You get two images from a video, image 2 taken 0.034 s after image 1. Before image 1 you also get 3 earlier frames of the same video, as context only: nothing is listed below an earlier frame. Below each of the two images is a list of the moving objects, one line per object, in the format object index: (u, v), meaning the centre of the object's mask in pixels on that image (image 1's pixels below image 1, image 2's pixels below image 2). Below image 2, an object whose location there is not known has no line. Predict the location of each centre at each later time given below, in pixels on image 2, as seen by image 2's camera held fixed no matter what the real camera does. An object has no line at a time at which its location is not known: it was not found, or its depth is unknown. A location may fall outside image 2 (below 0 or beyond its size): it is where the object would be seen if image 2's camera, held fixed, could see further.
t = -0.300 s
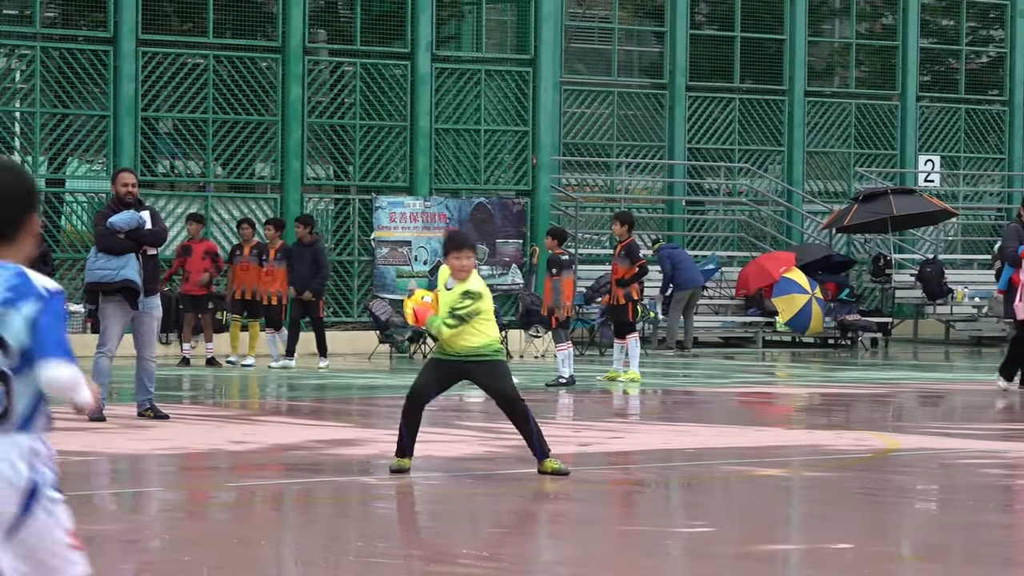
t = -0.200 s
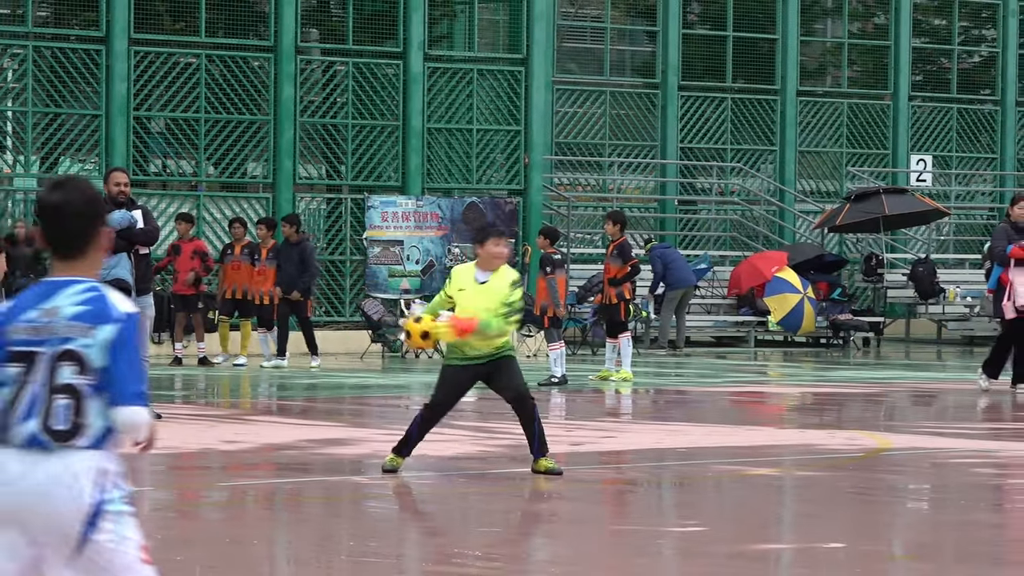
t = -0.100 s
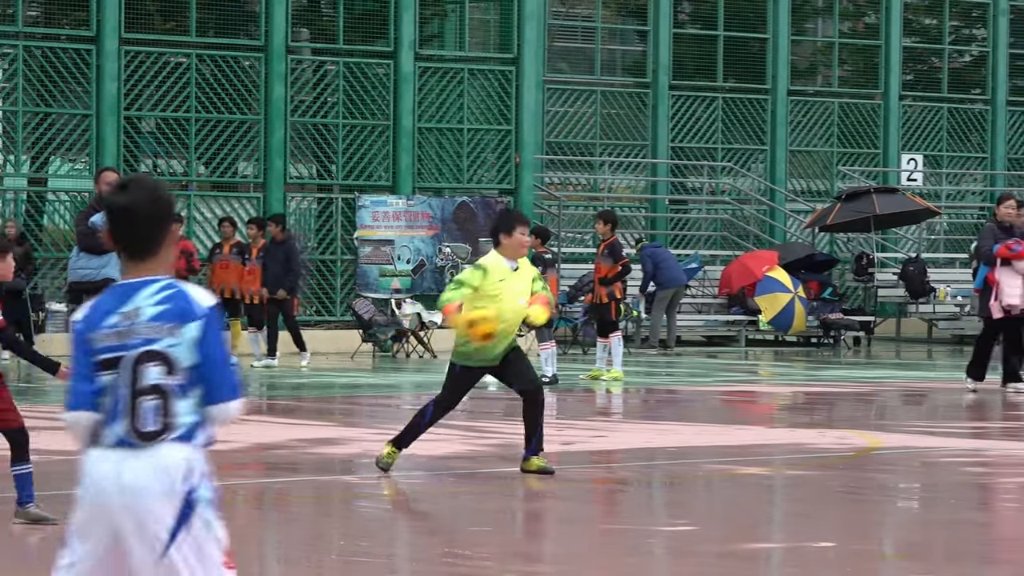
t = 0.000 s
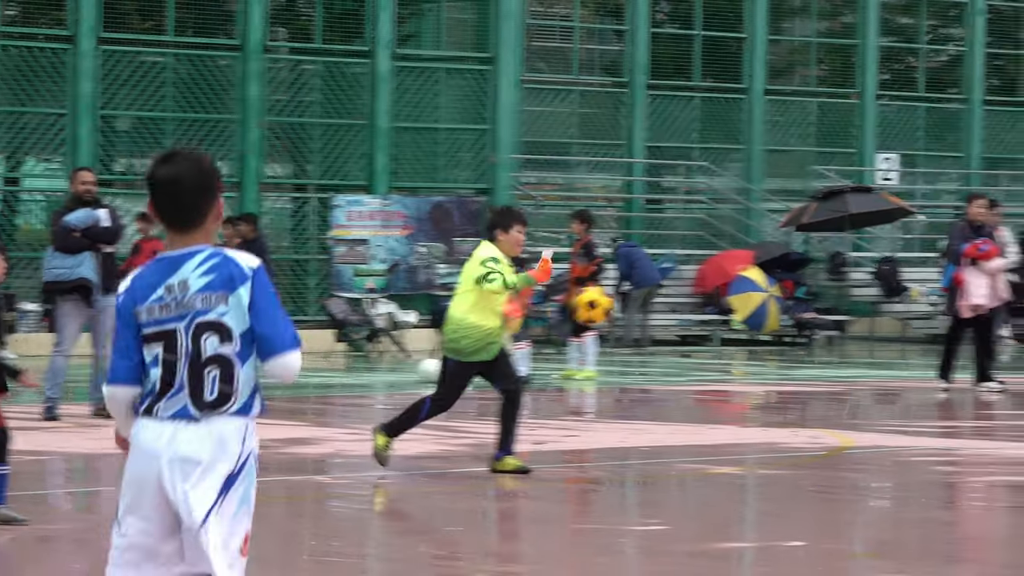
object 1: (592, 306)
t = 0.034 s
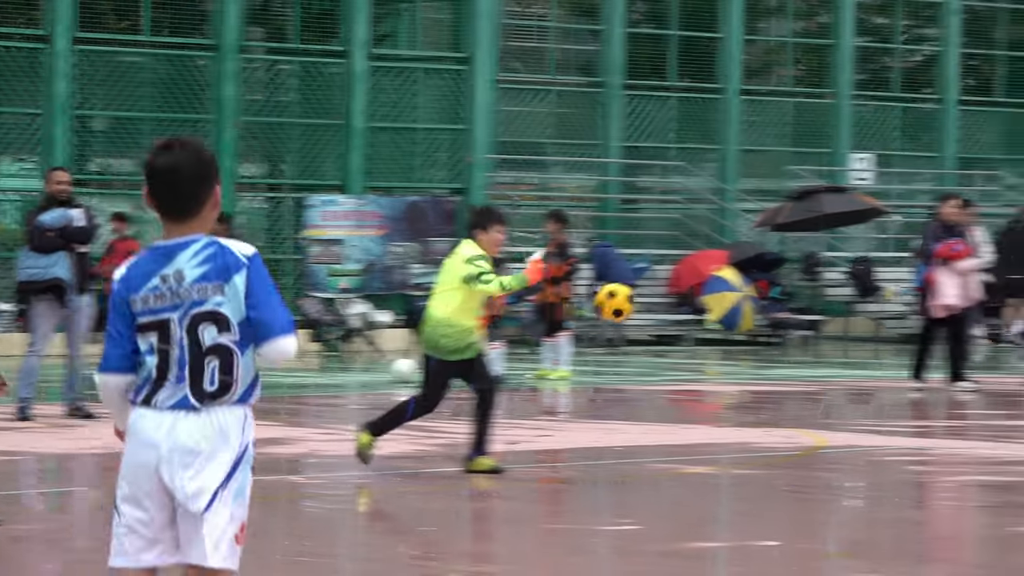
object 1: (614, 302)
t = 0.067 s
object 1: (659, 301)
